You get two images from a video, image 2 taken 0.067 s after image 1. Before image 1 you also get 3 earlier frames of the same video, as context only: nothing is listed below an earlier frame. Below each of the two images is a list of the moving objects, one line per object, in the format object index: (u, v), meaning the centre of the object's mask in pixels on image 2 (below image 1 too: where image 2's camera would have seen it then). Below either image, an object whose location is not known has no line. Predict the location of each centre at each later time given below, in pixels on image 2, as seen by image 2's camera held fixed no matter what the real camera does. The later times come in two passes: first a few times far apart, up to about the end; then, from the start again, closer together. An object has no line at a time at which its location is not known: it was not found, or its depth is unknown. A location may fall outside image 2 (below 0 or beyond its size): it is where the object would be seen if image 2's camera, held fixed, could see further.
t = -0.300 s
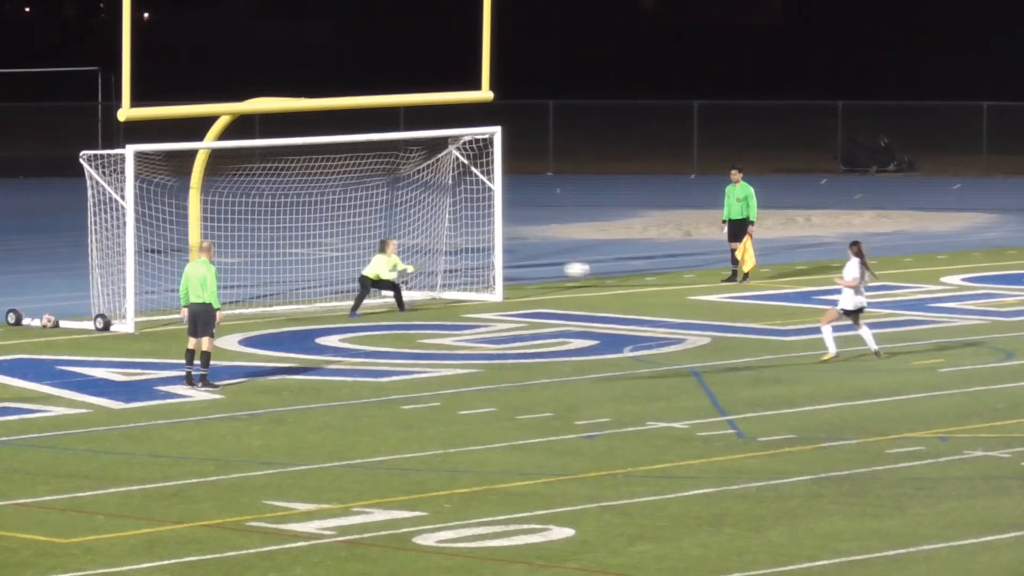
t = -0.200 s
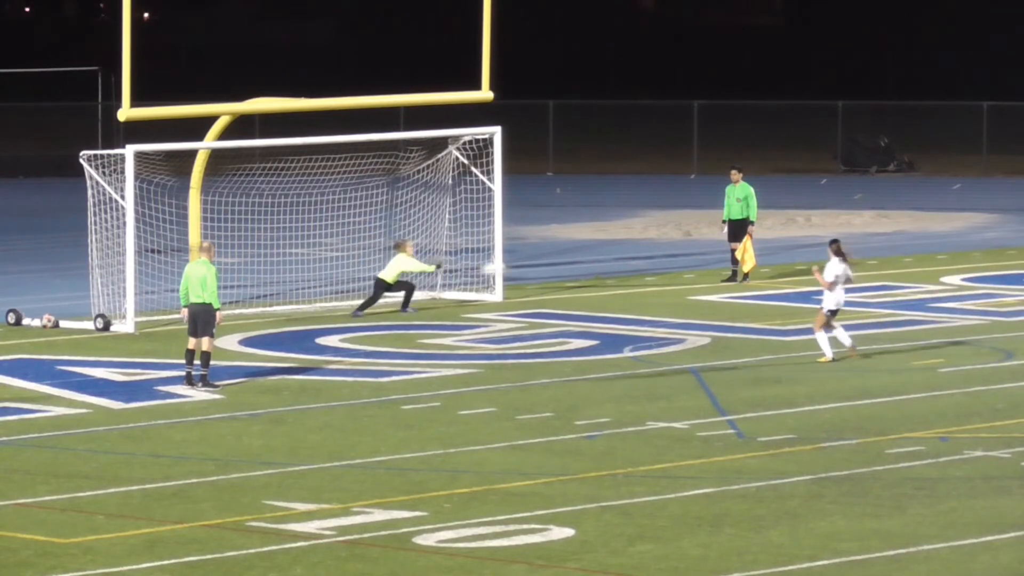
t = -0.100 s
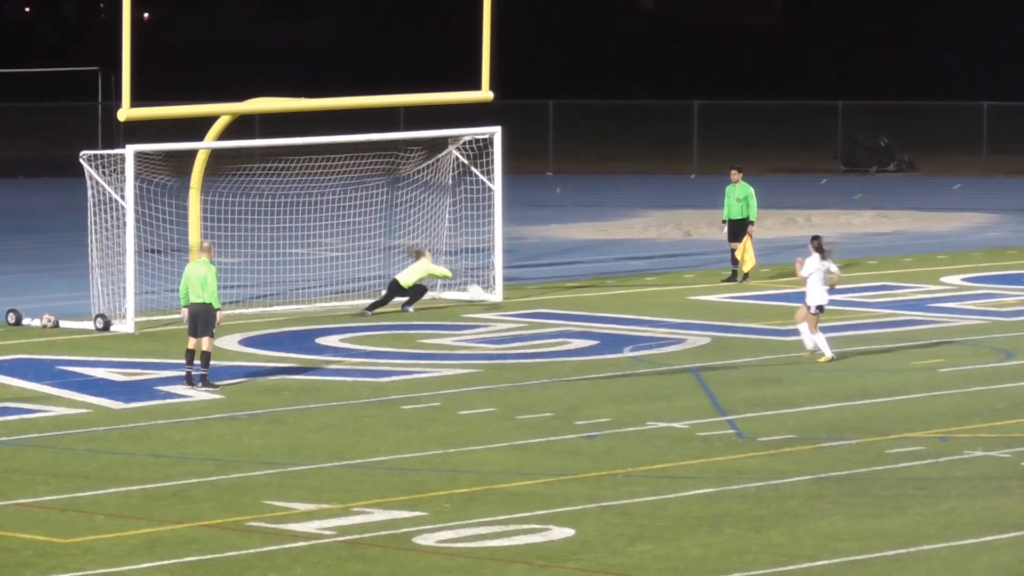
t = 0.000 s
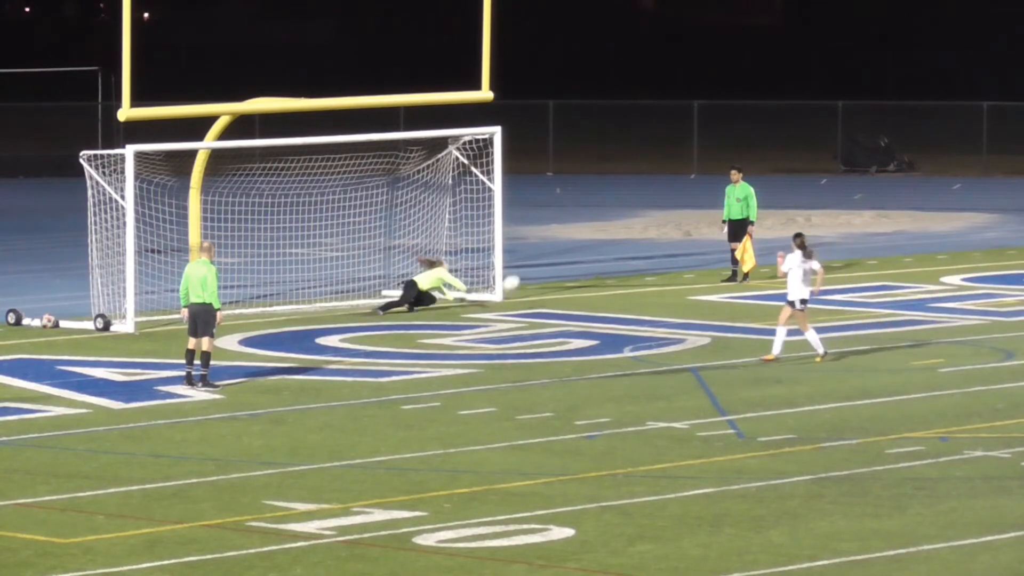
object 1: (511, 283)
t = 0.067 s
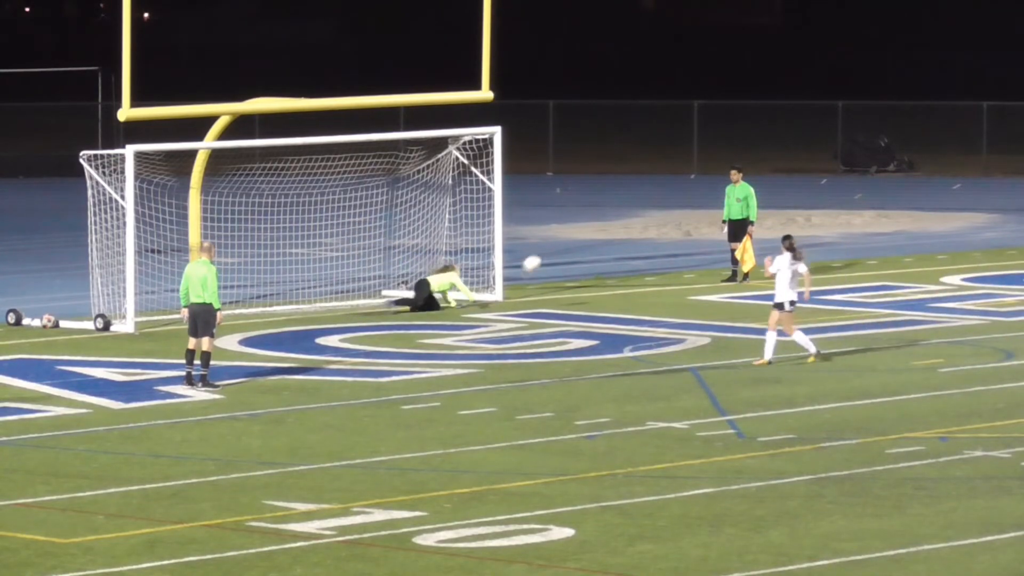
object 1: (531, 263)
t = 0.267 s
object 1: (594, 223)
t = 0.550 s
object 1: (680, 215)
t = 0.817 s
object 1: (760, 260)
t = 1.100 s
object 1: (842, 280)
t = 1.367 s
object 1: (918, 260)
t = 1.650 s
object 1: (996, 294)
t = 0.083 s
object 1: (537, 259)
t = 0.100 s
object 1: (542, 255)
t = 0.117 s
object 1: (547, 251)
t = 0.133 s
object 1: (552, 247)
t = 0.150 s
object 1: (557, 243)
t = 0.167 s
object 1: (562, 240)
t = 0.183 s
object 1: (568, 236)
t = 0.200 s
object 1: (573, 233)
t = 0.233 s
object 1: (583, 228)
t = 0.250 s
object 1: (589, 225)
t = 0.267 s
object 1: (594, 223)
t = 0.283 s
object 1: (598, 222)
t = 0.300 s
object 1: (604, 219)
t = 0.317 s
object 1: (609, 217)
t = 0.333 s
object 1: (614, 216)
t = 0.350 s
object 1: (619, 215)
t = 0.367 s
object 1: (625, 214)
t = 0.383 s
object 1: (630, 213)
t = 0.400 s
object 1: (635, 212)
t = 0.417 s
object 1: (640, 212)
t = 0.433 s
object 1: (645, 211)
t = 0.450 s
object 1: (650, 211)
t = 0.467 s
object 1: (655, 212)
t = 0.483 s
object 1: (661, 212)
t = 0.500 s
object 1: (666, 212)
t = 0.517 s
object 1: (671, 213)
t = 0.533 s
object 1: (676, 214)
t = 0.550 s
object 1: (680, 215)
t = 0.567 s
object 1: (686, 217)
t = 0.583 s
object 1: (691, 218)
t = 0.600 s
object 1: (696, 219)
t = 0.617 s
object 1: (701, 222)
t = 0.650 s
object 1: (711, 226)
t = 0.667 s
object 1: (716, 229)
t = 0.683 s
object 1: (721, 231)
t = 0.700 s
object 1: (725, 234)
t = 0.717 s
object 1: (730, 237)
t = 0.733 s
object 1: (735, 241)
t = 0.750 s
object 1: (741, 244)
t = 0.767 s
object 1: (747, 248)
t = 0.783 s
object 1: (752, 251)
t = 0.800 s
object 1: (757, 256)
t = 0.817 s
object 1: (760, 260)
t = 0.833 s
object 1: (765, 264)
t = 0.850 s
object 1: (770, 269)
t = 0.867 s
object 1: (775, 273)
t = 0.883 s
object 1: (780, 278)
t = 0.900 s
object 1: (784, 283)
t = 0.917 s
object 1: (789, 290)
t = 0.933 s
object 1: (794, 296)
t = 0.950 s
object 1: (798, 300)
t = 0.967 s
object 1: (803, 305)
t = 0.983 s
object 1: (809, 303)
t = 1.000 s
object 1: (813, 299)
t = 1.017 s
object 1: (818, 296)
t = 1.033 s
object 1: (823, 292)
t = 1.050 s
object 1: (828, 289)
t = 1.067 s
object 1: (832, 286)
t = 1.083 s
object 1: (837, 282)
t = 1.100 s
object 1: (842, 280)
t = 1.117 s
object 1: (846, 276)
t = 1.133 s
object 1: (852, 273)
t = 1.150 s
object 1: (856, 271)
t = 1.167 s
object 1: (861, 269)
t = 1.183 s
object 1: (866, 267)
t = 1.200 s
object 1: (871, 266)
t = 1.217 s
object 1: (875, 265)
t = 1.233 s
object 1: (880, 264)
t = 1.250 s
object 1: (885, 262)
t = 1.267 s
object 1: (889, 261)
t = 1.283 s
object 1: (894, 260)
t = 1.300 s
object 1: (899, 260)
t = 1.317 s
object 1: (903, 260)
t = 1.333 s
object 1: (909, 259)
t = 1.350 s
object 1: (913, 259)
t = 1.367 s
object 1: (918, 260)
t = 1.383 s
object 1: (922, 260)
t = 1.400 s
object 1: (927, 261)
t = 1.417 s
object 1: (932, 262)
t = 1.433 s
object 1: (936, 262)
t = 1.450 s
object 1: (941, 263)
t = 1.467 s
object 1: (945, 265)
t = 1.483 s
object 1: (950, 267)
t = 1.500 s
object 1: (955, 269)
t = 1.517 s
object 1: (959, 271)
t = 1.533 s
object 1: (964, 274)
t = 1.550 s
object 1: (968, 276)
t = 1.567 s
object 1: (972, 279)
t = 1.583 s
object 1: (977, 280)
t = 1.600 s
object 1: (982, 284)
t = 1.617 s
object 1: (986, 286)
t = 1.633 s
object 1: (991, 290)
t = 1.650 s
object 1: (996, 294)
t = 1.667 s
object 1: (1000, 297)
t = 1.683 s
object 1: (1005, 301)
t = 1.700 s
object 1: (1009, 304)
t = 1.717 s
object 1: (1014, 303)
